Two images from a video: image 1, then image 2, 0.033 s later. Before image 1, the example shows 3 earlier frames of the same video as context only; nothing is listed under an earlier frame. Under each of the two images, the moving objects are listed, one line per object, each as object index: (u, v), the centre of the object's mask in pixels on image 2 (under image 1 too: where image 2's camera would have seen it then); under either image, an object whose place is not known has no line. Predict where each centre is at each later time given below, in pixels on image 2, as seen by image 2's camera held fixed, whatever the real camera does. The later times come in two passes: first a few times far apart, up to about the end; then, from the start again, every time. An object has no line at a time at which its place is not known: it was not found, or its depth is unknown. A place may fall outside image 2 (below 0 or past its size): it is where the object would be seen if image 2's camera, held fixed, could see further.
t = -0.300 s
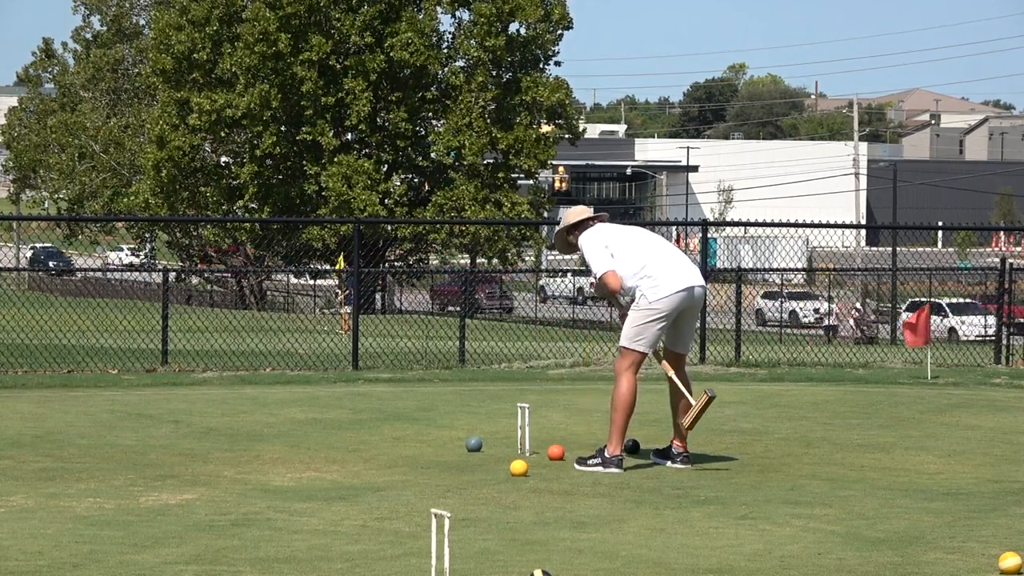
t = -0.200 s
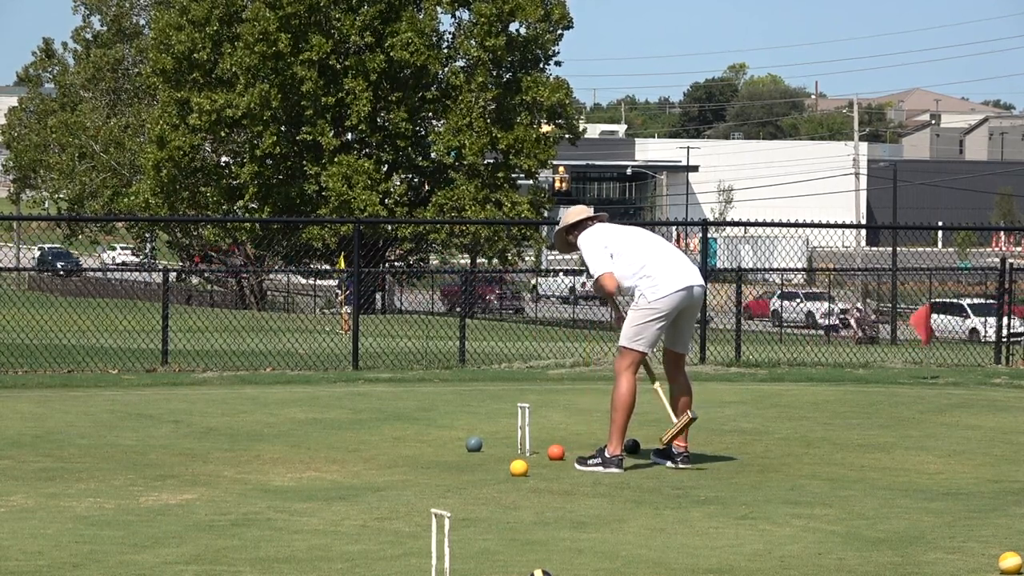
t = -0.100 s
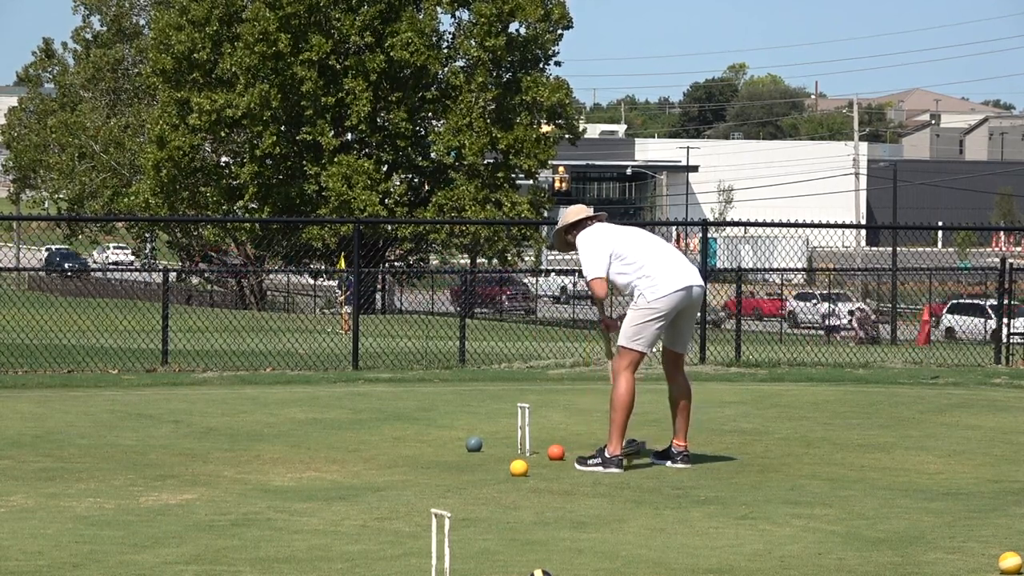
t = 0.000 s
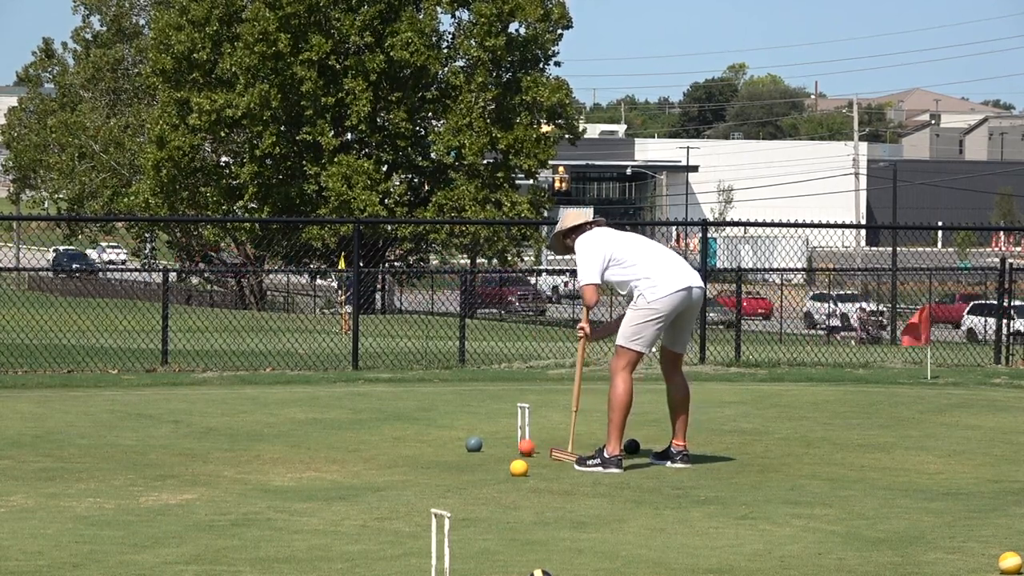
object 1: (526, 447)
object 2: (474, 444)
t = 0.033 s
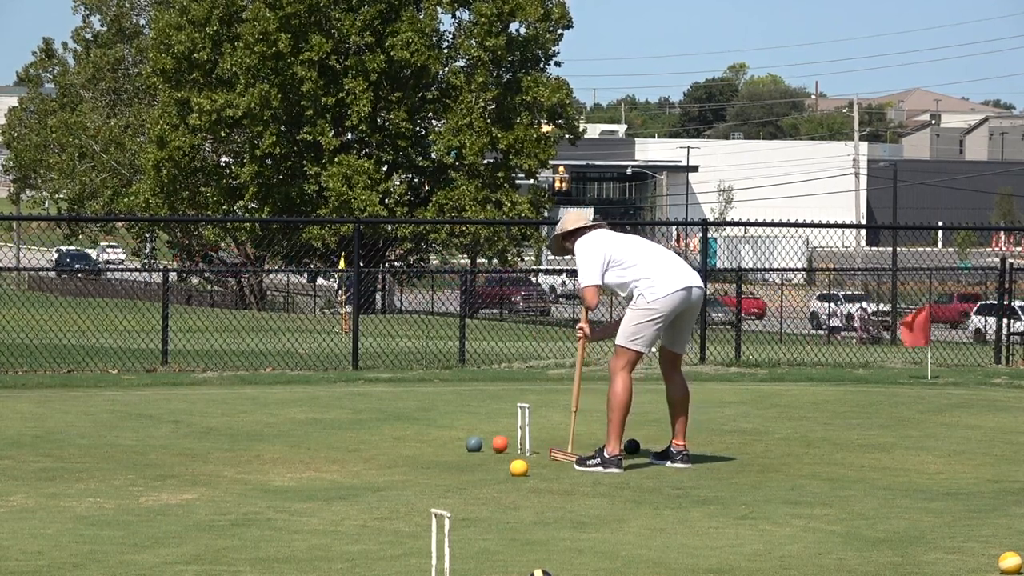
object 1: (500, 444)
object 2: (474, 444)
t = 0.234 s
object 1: (426, 443)
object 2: (410, 436)
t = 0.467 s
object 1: (378, 443)
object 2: (347, 427)
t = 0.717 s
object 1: (336, 442)
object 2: (290, 419)
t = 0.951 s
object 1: (304, 442)
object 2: (241, 413)
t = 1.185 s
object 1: (285, 440)
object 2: (196, 406)
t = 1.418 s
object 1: (275, 439)
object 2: (159, 402)
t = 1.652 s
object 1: (271, 439)
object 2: (126, 398)
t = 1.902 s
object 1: (272, 439)
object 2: (98, 393)
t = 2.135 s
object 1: (272, 439)
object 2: (75, 390)
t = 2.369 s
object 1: (272, 439)
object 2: (55, 388)
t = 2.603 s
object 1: (272, 439)
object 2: (39, 385)
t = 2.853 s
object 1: (273, 439)
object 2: (25, 383)
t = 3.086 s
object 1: (272, 439)
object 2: (18, 379)
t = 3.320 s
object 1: (272, 439)
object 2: (16, 378)
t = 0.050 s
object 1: (486, 443)
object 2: (473, 444)
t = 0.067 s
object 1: (477, 442)
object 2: (467, 445)
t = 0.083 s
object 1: (472, 441)
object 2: (460, 444)
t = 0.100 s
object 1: (466, 441)
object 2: (454, 442)
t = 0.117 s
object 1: (460, 441)
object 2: (448, 440)
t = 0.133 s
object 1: (455, 442)
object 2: (443, 438)
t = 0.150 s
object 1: (449, 443)
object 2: (437, 437)
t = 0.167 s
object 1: (443, 444)
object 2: (431, 437)
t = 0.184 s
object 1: (438, 445)
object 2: (426, 438)
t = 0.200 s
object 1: (435, 444)
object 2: (420, 438)
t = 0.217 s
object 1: (430, 443)
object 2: (415, 438)
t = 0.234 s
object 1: (426, 443)
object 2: (410, 436)
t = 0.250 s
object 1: (423, 443)
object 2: (405, 435)
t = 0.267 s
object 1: (419, 443)
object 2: (400, 434)
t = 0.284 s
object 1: (416, 444)
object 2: (395, 433)
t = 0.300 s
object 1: (412, 444)
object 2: (391, 432)
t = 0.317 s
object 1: (408, 444)
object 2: (386, 432)
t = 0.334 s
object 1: (405, 443)
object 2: (381, 432)
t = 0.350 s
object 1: (401, 443)
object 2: (377, 432)
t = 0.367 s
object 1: (398, 443)
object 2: (373, 430)
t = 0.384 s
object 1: (394, 443)
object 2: (368, 429)
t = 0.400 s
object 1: (391, 443)
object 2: (364, 429)
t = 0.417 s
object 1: (388, 443)
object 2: (359, 429)
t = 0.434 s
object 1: (385, 443)
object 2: (355, 428)
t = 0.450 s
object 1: (381, 443)
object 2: (351, 428)
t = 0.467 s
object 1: (378, 443)
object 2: (347, 427)
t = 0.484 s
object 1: (375, 443)
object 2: (343, 426)
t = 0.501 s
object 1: (372, 443)
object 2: (339, 425)
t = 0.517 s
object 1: (369, 443)
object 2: (335, 424)
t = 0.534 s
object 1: (366, 443)
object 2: (331, 424)
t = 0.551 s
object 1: (363, 443)
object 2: (327, 424)
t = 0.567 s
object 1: (360, 442)
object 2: (323, 424)
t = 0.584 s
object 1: (357, 442)
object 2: (319, 424)
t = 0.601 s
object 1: (354, 442)
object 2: (316, 423)
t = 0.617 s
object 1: (351, 442)
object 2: (312, 423)
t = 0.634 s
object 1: (349, 442)
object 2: (308, 421)
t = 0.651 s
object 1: (346, 442)
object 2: (305, 421)
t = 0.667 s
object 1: (343, 442)
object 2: (301, 421)
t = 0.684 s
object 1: (341, 442)
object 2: (297, 421)
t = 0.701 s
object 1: (338, 442)
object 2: (294, 420)
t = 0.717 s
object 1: (336, 442)
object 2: (290, 419)
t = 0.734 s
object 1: (333, 442)
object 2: (286, 418)
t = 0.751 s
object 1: (331, 442)
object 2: (283, 418)
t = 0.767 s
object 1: (328, 442)
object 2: (279, 418)
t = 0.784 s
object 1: (326, 442)
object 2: (276, 418)
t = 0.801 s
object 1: (324, 442)
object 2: (272, 418)
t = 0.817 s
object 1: (321, 442)
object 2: (269, 417)
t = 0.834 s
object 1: (319, 442)
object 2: (265, 416)
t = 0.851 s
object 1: (317, 442)
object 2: (262, 416)
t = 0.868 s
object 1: (315, 442)
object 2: (258, 416)
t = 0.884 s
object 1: (312, 442)
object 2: (255, 415)
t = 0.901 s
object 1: (310, 442)
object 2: (251, 415)
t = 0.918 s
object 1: (308, 442)
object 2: (248, 414)
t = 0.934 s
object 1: (306, 442)
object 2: (244, 414)
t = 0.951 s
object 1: (304, 442)
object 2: (241, 413)
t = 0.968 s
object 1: (302, 442)
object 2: (237, 412)
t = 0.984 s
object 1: (300, 442)
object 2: (234, 412)
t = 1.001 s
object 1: (299, 441)
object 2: (231, 411)
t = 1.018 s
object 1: (297, 440)
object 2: (227, 411)
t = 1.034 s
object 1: (295, 440)
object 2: (224, 411)
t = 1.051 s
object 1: (294, 440)
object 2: (221, 411)
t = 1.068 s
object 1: (293, 440)
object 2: (217, 409)
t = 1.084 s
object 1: (291, 440)
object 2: (214, 408)
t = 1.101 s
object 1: (291, 440)
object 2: (211, 408)
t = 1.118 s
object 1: (289, 440)
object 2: (208, 408)
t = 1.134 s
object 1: (288, 440)
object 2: (205, 408)
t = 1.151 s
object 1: (287, 440)
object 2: (202, 407)
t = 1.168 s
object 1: (286, 440)
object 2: (199, 407)
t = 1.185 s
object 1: (285, 440)
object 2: (196, 406)
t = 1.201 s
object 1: (284, 440)
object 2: (193, 405)
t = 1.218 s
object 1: (283, 440)
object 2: (190, 405)
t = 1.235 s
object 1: (282, 440)
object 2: (188, 405)
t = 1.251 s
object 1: (281, 440)
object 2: (185, 405)
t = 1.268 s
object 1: (280, 440)
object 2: (182, 404)
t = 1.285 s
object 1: (280, 440)
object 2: (180, 403)
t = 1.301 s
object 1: (279, 440)
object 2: (177, 403)
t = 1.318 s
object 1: (278, 440)
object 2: (174, 403)
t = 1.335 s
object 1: (278, 440)
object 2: (172, 403)
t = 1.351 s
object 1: (277, 439)
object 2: (169, 402)
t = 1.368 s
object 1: (276, 439)
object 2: (166, 403)
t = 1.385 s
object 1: (276, 440)
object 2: (164, 403)
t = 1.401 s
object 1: (275, 439)
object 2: (162, 402)
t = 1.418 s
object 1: (275, 439)
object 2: (159, 402)
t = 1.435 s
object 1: (274, 439)
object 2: (156, 402)
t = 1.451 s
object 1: (274, 440)
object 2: (154, 402)
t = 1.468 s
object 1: (273, 439)
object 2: (152, 402)
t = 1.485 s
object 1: (273, 439)
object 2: (149, 401)
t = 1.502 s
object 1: (273, 439)
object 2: (147, 401)
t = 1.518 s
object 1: (272, 439)
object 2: (145, 400)
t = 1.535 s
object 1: (272, 439)
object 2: (142, 400)
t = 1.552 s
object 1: (272, 439)
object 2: (140, 400)
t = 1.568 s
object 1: (272, 439)
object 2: (137, 400)
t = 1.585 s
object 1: (271, 439)
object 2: (135, 399)
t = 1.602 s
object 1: (271, 439)
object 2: (133, 399)
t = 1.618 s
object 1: (272, 439)
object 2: (131, 398)
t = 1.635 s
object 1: (272, 439)
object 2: (129, 398)
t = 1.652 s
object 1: (271, 439)
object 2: (126, 398)
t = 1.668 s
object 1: (272, 439)
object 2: (124, 398)
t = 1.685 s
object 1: (272, 439)
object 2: (122, 398)
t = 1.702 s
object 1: (272, 439)
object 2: (120, 397)
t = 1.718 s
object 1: (272, 439)
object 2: (118, 396)
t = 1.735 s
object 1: (272, 439)
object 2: (116, 396)
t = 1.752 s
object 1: (272, 439)
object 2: (114, 396)
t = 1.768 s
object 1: (272, 439)
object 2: (112, 396)
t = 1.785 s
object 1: (272, 439)
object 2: (110, 396)
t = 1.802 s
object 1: (272, 439)
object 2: (109, 395)
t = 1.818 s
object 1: (272, 439)
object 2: (107, 395)
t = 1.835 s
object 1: (272, 439)
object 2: (105, 395)
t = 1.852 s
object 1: (272, 439)
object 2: (103, 394)
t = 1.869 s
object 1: (272, 439)
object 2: (101, 393)
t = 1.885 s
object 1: (272, 439)
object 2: (100, 393)
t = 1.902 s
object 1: (272, 439)
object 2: (98, 393)
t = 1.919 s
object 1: (272, 439)
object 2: (96, 393)
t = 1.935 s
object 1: (272, 439)
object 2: (94, 392)
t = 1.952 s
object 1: (272, 439)
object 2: (93, 392)
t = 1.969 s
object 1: (272, 439)
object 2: (91, 392)
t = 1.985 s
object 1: (272, 439)
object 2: (89, 392)
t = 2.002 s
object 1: (272, 439)
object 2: (88, 392)
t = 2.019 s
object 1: (272, 439)
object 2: (86, 391)
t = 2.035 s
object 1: (272, 439)
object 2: (84, 391)
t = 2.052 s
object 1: (272, 439)
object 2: (83, 391)
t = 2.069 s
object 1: (272, 439)
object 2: (81, 391)
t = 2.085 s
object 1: (272, 439)
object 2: (80, 390)
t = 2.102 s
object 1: (272, 439)
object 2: (78, 390)
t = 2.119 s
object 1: (272, 439)
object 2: (77, 390)
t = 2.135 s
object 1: (272, 439)
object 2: (75, 390)
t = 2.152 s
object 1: (272, 439)
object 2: (74, 390)
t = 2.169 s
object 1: (272, 439)
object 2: (72, 389)
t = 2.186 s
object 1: (272, 439)
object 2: (70, 389)
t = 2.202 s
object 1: (272, 439)
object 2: (69, 389)
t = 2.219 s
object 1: (272, 439)
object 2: (68, 389)
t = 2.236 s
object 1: (272, 439)
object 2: (66, 389)
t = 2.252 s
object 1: (272, 439)
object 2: (65, 389)
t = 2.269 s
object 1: (273, 439)
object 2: (63, 388)
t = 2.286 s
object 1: (272, 439)
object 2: (62, 388)
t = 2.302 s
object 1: (272, 439)
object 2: (60, 388)
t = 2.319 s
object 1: (272, 439)
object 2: (59, 388)
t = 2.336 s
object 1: (272, 439)
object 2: (58, 387)
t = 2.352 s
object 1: (272, 439)
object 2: (56, 387)
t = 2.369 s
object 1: (272, 439)
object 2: (55, 388)
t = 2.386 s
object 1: (272, 439)
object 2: (54, 387)
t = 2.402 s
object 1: (272, 439)
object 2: (52, 387)
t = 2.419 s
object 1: (272, 439)
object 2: (51, 387)
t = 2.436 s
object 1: (272, 439)
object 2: (50, 387)
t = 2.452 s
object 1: (273, 439)
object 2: (49, 386)
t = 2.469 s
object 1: (272, 439)
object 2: (47, 385)
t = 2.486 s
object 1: (272, 439)
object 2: (46, 386)
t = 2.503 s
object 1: (273, 439)
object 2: (45, 386)
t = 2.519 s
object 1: (273, 439)
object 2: (44, 386)
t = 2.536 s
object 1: (273, 439)
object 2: (43, 386)
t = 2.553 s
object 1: (273, 439)
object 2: (42, 386)
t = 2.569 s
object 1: (272, 439)
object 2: (41, 385)
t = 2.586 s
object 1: (273, 439)
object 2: (40, 385)
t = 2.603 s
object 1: (272, 439)
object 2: (39, 385)
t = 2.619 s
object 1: (272, 439)
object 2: (38, 385)
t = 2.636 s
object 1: (273, 439)
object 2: (37, 385)
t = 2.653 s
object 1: (272, 439)
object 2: (36, 385)
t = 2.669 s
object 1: (272, 439)
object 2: (35, 385)
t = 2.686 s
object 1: (272, 439)
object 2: (34, 384)
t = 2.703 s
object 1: (272, 439)
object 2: (33, 384)
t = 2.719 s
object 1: (272, 439)
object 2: (32, 384)
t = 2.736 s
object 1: (272, 439)
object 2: (31, 384)
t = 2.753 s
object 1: (273, 439)
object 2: (30, 384)
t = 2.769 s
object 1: (272, 439)
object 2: (29, 384)
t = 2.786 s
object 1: (272, 439)
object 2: (28, 384)
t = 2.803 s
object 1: (272, 439)
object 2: (27, 384)
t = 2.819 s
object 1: (273, 439)
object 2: (27, 384)
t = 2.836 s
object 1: (272, 439)
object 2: (25, 383)
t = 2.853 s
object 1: (273, 439)
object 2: (25, 383)
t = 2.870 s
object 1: (272, 439)
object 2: (24, 383)
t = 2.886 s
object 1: (273, 439)
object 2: (23, 383)
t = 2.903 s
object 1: (272, 439)
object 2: (22, 382)
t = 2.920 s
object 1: (272, 439)
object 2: (22, 382)
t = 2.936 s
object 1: (272, 439)
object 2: (22, 382)
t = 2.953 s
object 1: (272, 439)
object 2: (21, 382)
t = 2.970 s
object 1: (272, 439)
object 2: (21, 381)
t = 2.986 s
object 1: (272, 439)
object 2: (20, 381)
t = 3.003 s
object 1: (272, 439)
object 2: (19, 381)
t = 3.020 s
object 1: (272, 439)
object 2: (19, 380)
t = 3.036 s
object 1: (272, 439)
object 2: (19, 380)
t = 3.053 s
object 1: (272, 439)
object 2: (18, 380)
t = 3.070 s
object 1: (272, 439)
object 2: (18, 380)
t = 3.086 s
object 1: (272, 439)
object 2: (18, 379)
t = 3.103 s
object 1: (272, 439)
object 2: (17, 379)
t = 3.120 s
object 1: (272, 439)
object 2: (16, 379)
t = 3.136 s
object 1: (272, 439)
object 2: (16, 378)
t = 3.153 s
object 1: (272, 439)
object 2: (16, 379)
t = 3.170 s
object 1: (272, 439)
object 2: (16, 379)
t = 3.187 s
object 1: (272, 439)
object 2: (15, 379)
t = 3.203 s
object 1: (272, 439)
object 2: (16, 378)
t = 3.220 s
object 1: (272, 439)
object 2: (16, 378)
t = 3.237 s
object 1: (272, 439)
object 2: (16, 378)
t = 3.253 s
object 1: (272, 439)
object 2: (16, 378)
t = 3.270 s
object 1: (272, 439)
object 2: (16, 378)
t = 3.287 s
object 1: (272, 439)
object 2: (15, 378)
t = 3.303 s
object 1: (272, 439)
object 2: (15, 378)
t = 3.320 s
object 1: (272, 439)
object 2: (16, 378)
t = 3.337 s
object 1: (272, 439)
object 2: (15, 379)
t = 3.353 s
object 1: (272, 440)
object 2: (15, 379)
